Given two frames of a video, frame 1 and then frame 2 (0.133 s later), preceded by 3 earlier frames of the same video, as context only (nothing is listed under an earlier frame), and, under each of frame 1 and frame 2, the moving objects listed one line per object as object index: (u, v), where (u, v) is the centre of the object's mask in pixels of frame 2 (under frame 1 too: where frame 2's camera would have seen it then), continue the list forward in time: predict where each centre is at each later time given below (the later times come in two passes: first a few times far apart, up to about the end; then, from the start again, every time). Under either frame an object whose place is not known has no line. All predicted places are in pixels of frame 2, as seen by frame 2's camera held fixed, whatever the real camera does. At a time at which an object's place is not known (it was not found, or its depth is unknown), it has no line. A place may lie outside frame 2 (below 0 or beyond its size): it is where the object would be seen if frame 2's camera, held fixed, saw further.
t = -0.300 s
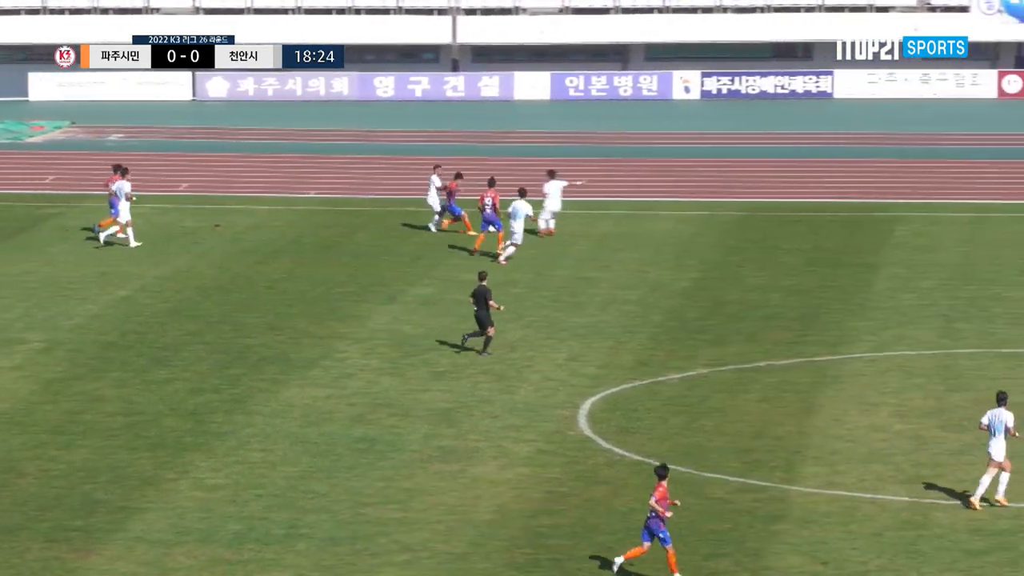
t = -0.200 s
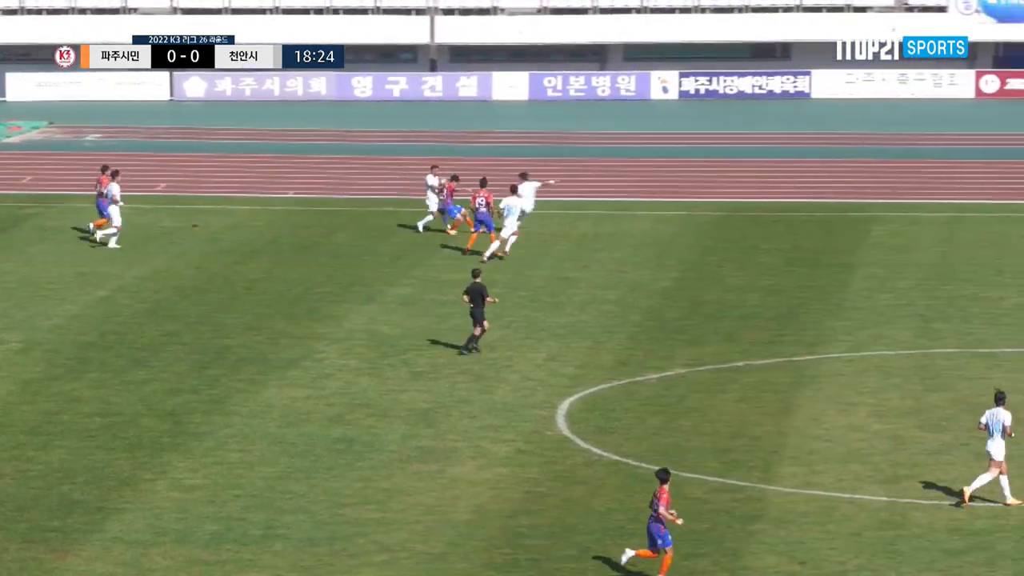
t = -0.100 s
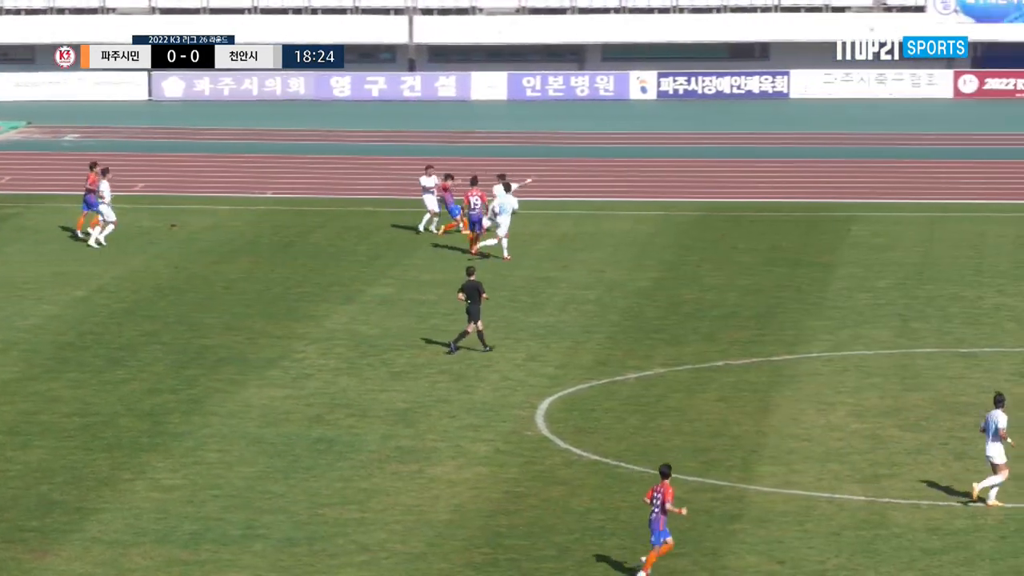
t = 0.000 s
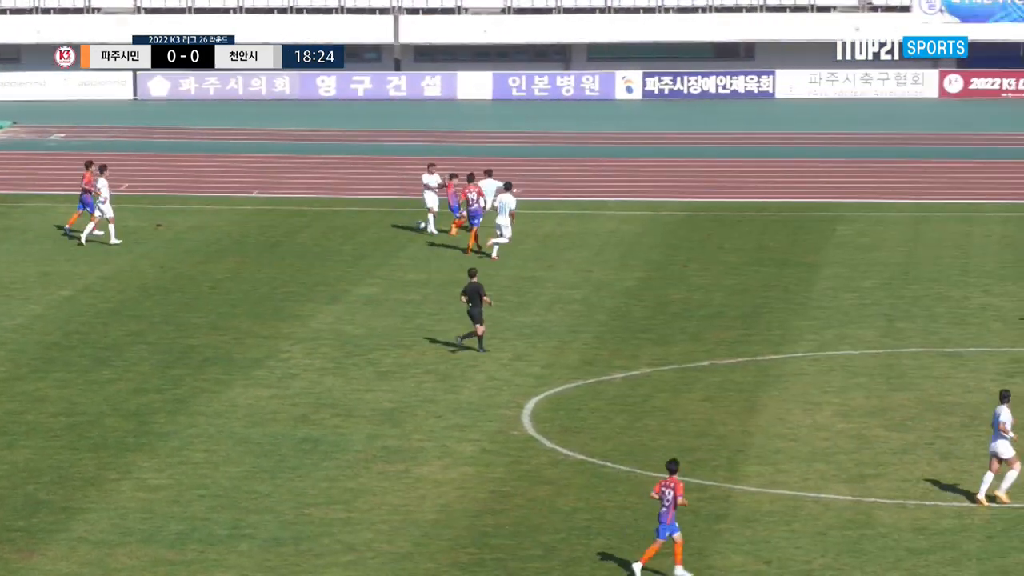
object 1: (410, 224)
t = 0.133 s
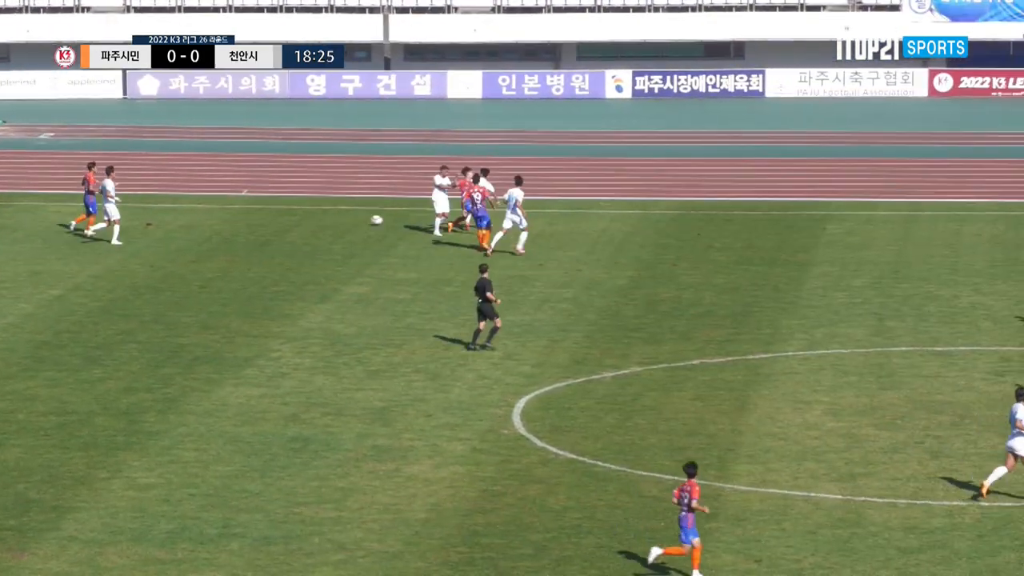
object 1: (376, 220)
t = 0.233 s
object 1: (353, 220)
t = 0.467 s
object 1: (307, 216)
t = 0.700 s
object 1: (273, 214)
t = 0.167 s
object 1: (369, 220)
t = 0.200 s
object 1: (360, 220)
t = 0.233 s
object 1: (353, 220)
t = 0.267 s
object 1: (346, 220)
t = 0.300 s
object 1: (340, 219)
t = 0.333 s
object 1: (334, 219)
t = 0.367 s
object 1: (326, 218)
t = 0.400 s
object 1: (319, 218)
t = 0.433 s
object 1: (314, 216)
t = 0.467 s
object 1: (307, 216)
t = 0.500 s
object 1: (301, 216)
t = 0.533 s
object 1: (296, 216)
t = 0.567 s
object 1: (290, 216)
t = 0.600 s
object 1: (285, 215)
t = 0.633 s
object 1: (280, 215)
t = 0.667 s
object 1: (277, 214)
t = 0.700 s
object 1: (273, 214)
